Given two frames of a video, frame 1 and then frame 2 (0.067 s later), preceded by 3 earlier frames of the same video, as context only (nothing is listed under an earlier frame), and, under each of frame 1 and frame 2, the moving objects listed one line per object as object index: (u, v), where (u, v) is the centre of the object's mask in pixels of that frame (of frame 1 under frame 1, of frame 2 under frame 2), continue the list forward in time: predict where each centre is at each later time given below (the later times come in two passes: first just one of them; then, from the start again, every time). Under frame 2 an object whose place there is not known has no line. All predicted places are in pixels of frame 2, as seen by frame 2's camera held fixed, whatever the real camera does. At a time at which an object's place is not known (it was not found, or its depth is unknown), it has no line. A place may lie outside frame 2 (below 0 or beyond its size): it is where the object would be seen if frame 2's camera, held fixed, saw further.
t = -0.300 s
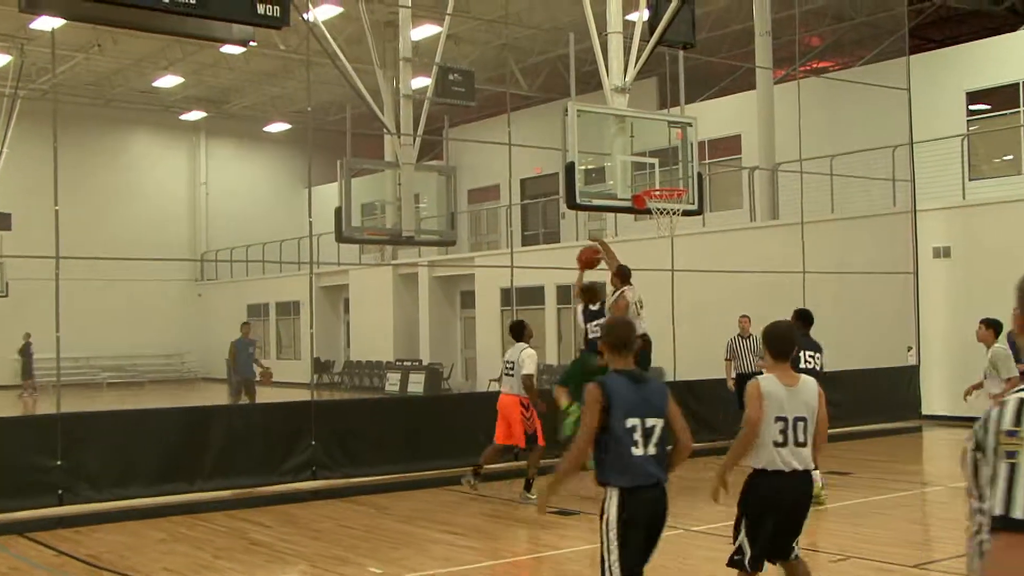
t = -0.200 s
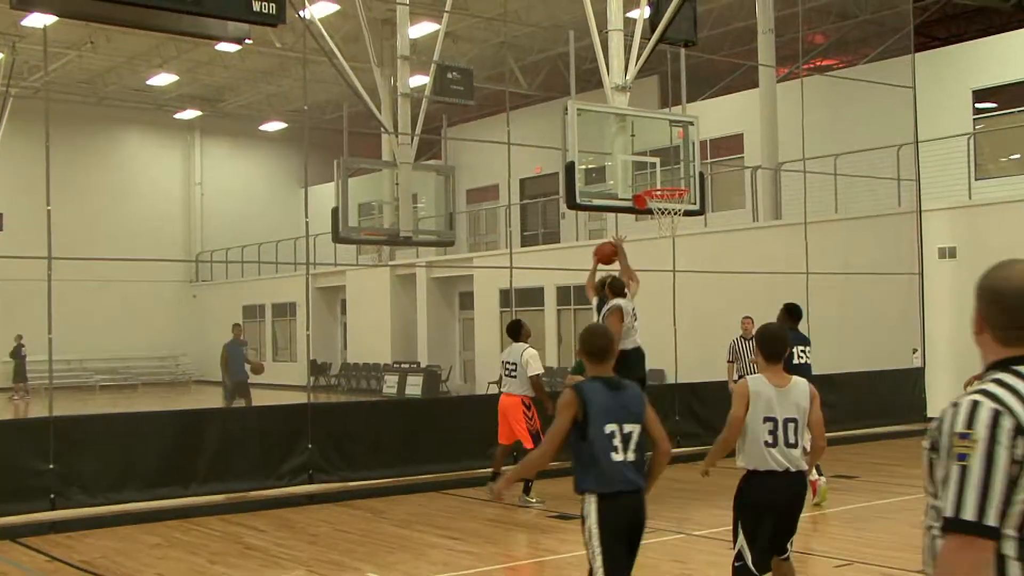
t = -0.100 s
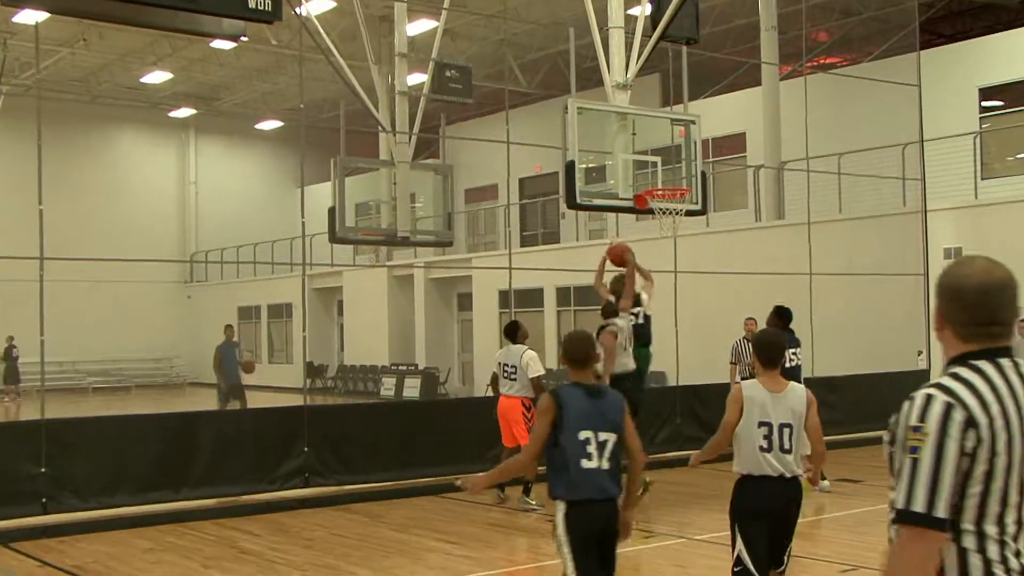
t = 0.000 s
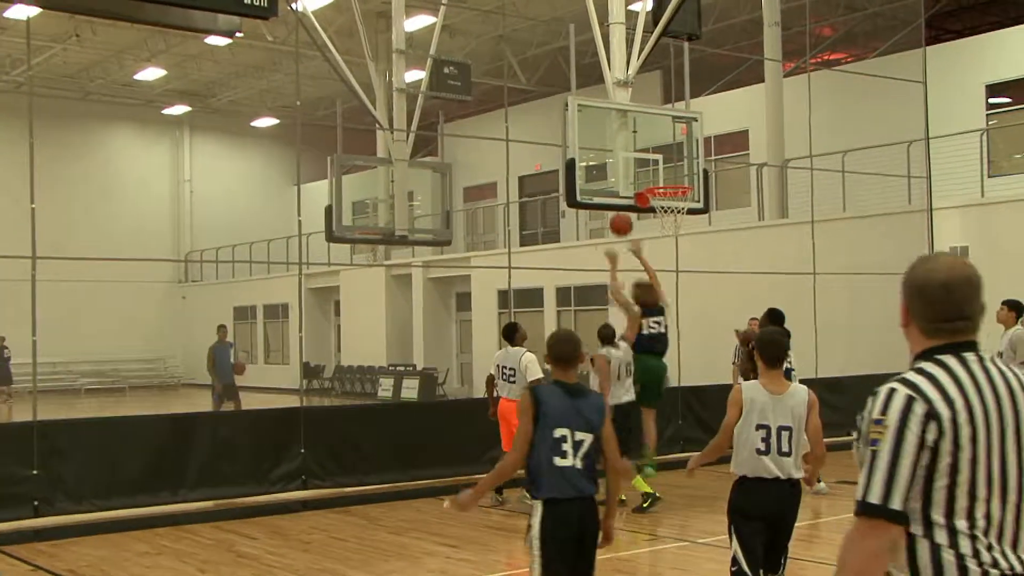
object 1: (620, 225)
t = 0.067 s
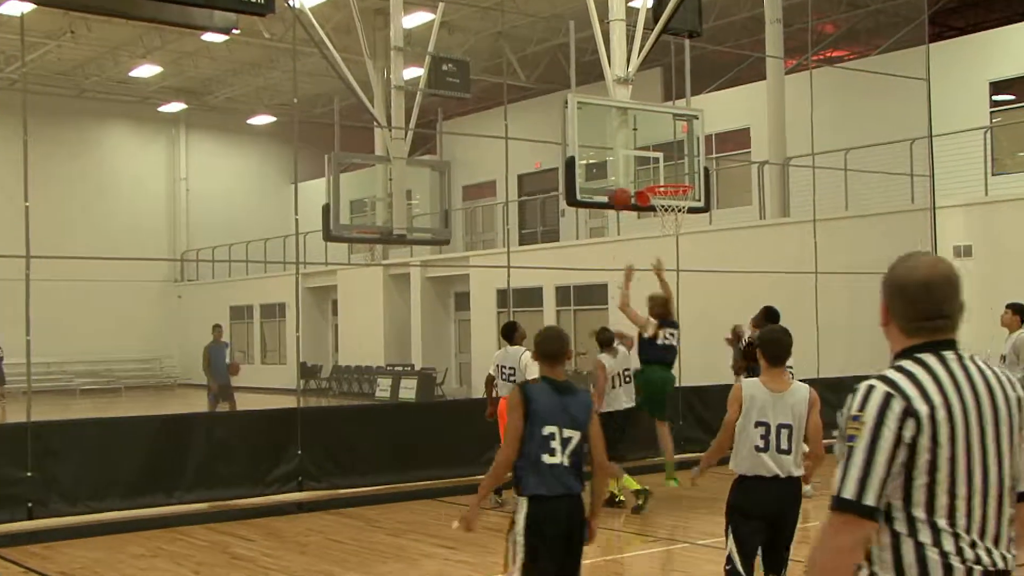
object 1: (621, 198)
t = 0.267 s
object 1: (617, 153)
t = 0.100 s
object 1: (620, 187)
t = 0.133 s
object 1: (620, 179)
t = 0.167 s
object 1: (619, 171)
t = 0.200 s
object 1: (619, 164)
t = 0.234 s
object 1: (618, 158)
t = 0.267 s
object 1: (617, 153)
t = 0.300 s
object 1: (617, 149)
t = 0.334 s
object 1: (617, 146)
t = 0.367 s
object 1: (617, 144)
